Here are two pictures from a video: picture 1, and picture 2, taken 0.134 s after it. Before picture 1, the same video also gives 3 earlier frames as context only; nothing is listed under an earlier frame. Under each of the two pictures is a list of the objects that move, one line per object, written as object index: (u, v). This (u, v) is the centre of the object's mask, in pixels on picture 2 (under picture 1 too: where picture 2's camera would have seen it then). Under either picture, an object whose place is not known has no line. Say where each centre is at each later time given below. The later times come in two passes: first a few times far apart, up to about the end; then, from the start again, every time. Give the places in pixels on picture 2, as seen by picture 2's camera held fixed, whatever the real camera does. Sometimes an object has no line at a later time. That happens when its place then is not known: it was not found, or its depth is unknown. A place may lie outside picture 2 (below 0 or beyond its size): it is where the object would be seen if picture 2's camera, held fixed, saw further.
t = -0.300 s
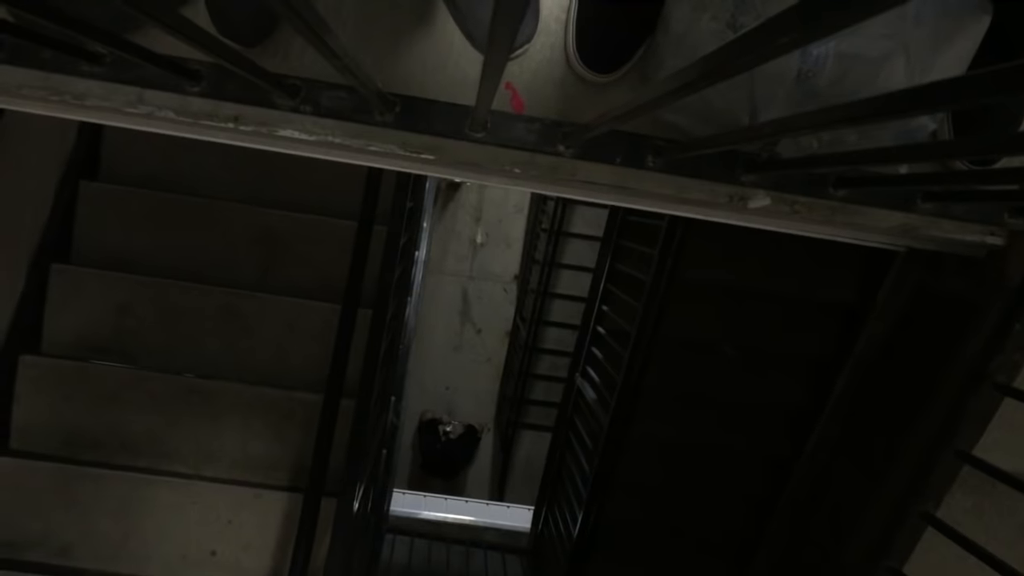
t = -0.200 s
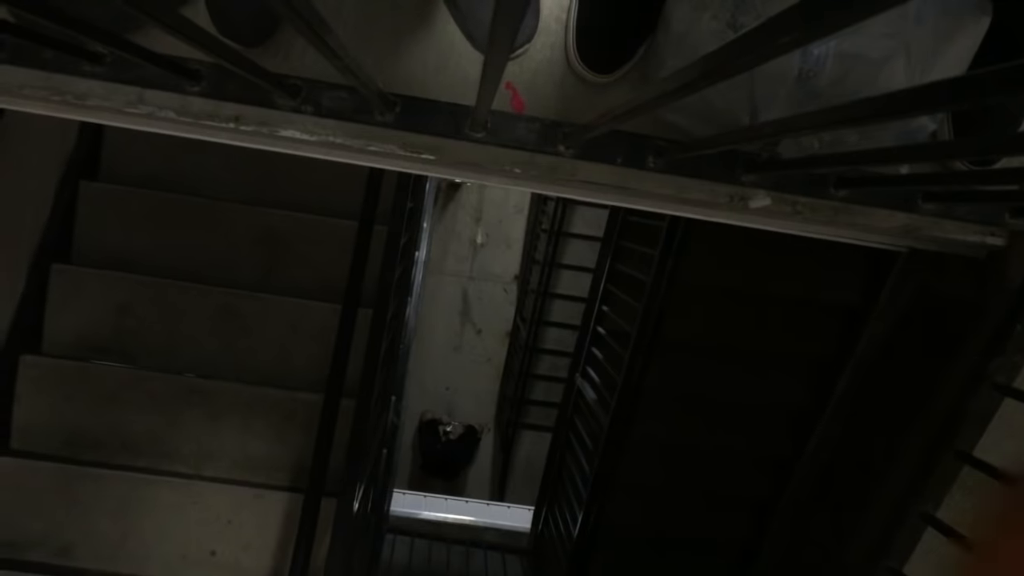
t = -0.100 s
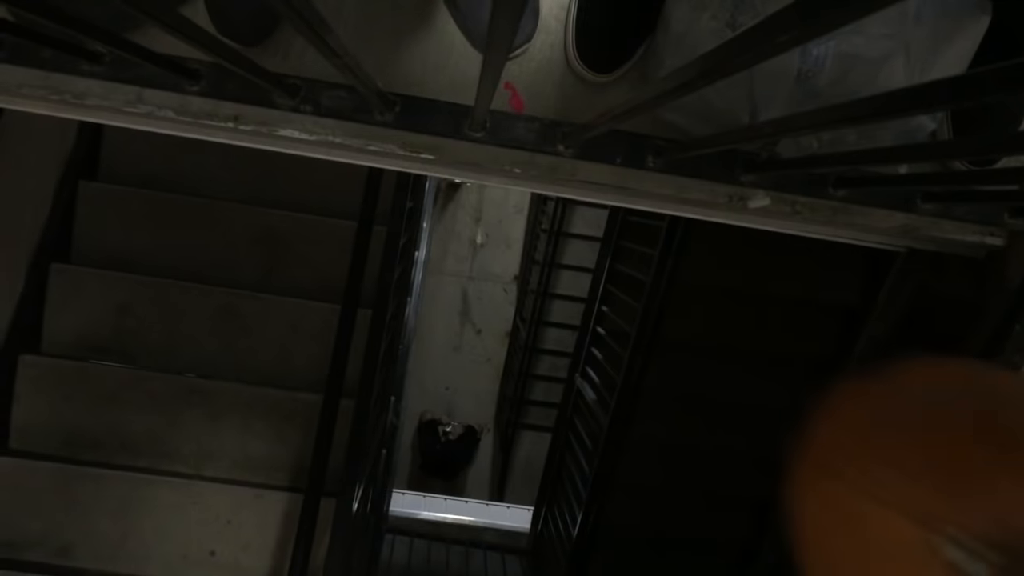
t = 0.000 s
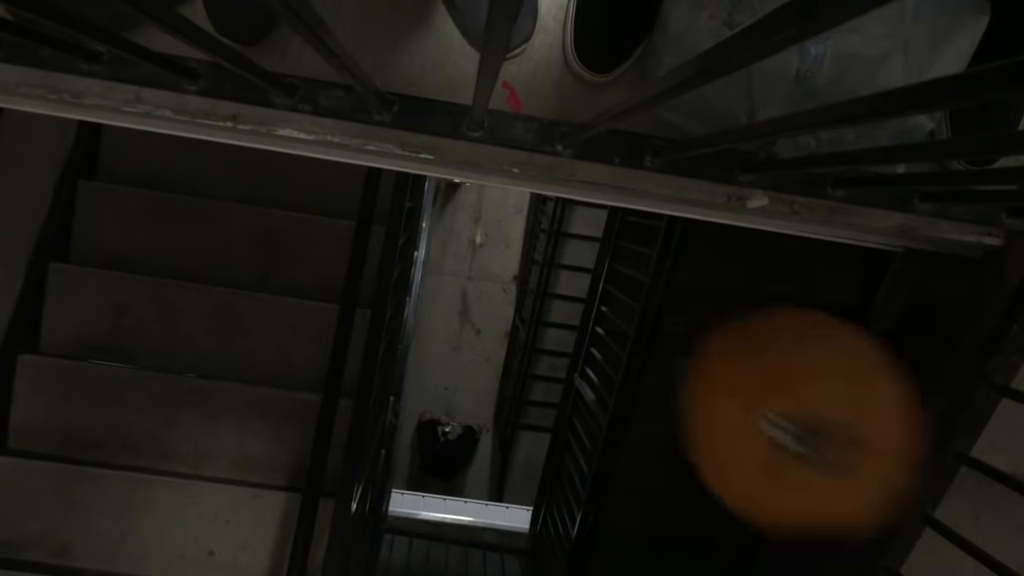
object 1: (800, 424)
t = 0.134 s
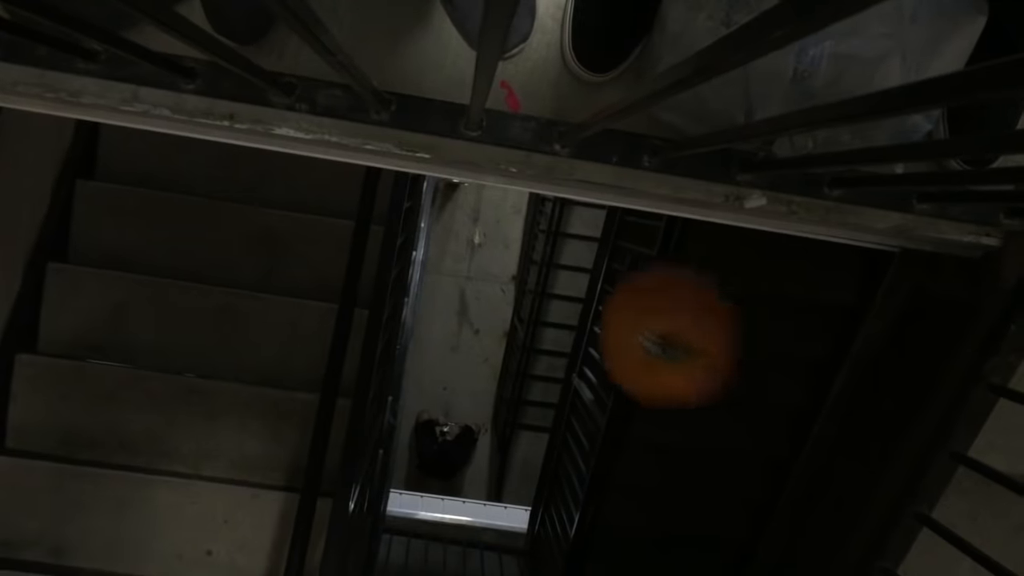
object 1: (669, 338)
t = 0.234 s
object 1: (615, 300)
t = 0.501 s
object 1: (541, 249)
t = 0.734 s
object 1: (512, 227)
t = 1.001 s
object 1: (494, 214)
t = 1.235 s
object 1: (489, 211)
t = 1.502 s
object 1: (489, 212)
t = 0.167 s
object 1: (649, 324)
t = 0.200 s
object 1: (631, 311)
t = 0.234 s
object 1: (615, 300)
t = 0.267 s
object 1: (602, 291)
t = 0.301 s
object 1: (590, 281)
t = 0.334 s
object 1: (578, 275)
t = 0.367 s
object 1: (568, 267)
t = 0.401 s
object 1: (563, 263)
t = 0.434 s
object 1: (554, 258)
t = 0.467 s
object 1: (548, 253)
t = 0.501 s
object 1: (541, 249)
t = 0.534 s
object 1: (535, 242)
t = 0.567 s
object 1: (531, 240)
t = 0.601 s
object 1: (526, 237)
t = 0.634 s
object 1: (522, 234)
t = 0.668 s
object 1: (519, 232)
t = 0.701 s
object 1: (515, 230)
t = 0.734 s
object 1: (512, 227)
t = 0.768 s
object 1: (508, 225)
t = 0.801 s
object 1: (506, 222)
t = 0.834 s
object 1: (504, 220)
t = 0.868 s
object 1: (501, 219)
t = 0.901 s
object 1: (499, 217)
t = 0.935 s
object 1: (498, 216)
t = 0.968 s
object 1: (496, 215)
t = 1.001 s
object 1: (494, 214)
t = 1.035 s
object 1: (494, 213)
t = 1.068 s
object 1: (493, 209)
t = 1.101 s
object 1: (490, 209)
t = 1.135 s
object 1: (490, 210)
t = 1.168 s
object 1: (490, 210)
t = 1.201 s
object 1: (489, 211)
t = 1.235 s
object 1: (489, 211)
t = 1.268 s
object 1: (489, 211)
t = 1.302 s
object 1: (489, 212)
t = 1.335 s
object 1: (489, 212)
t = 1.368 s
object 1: (489, 212)
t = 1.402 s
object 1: (489, 212)
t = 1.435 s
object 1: (489, 212)
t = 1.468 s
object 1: (489, 212)
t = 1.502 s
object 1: (489, 212)
